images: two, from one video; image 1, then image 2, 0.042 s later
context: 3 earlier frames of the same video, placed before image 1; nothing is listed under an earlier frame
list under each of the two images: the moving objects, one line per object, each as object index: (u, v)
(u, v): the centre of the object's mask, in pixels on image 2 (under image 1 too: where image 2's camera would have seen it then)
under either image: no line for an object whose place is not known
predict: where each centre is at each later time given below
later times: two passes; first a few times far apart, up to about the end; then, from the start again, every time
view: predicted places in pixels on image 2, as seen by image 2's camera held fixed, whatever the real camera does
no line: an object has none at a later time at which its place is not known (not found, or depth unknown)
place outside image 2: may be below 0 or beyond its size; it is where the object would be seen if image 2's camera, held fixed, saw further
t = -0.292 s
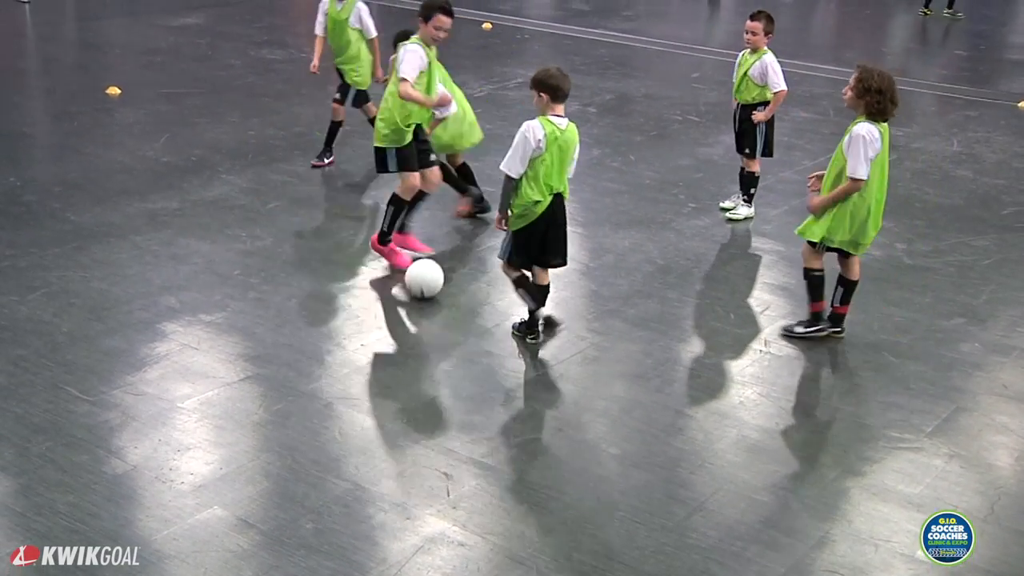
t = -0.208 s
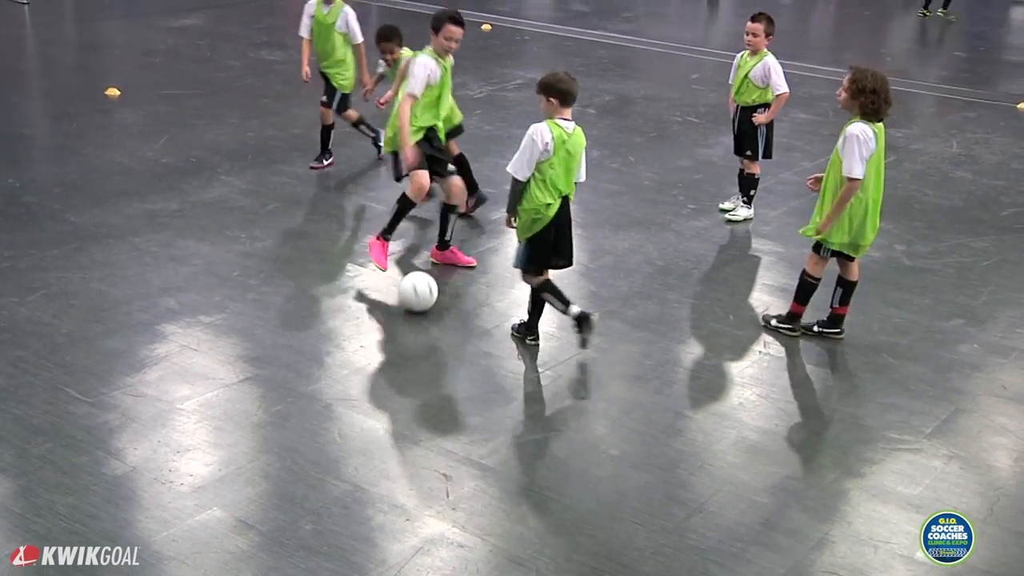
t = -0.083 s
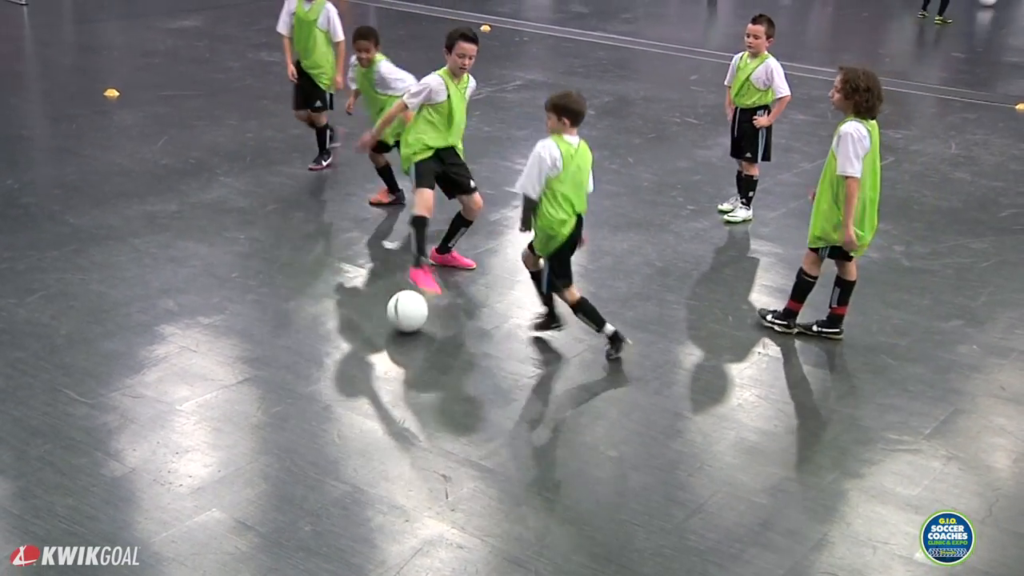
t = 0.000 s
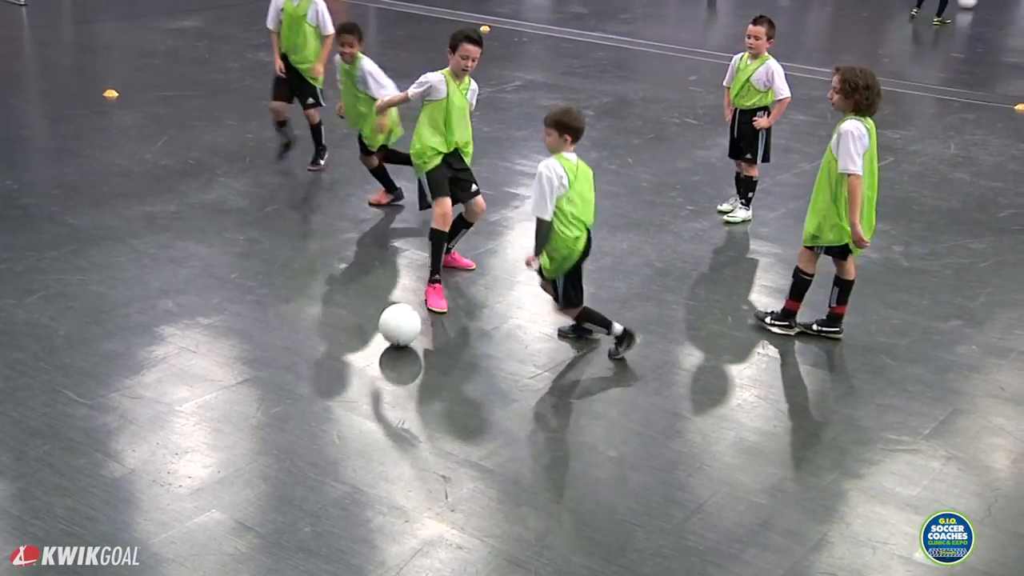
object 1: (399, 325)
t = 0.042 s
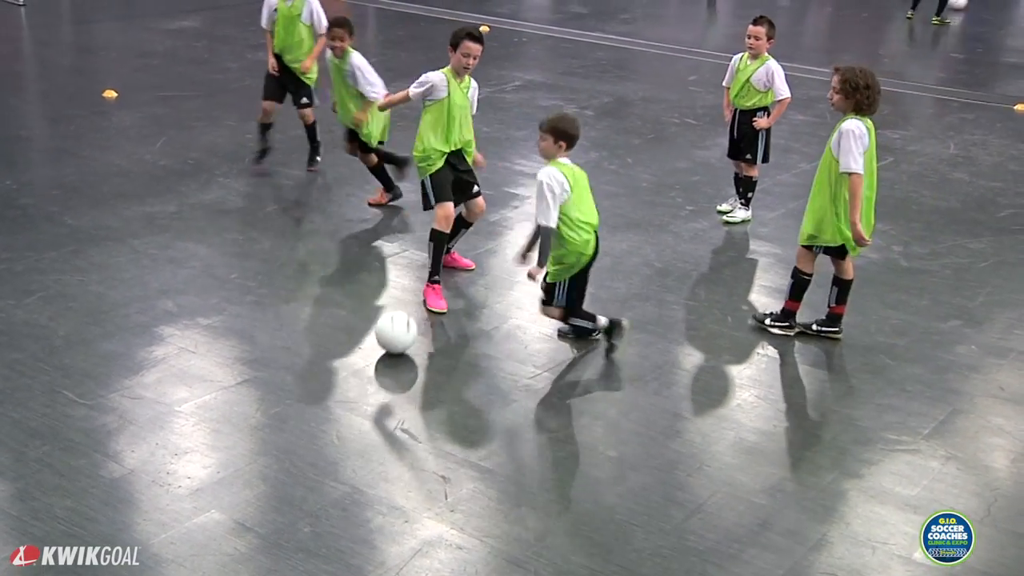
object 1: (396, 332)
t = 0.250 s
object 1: (374, 368)
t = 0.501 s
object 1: (345, 417)
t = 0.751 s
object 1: (309, 476)
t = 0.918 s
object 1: (279, 520)
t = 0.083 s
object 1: (392, 339)
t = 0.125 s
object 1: (388, 346)
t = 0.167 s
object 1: (384, 353)
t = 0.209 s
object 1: (379, 360)
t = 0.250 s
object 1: (374, 368)
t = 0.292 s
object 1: (369, 377)
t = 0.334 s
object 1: (366, 384)
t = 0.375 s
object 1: (361, 392)
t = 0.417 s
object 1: (356, 400)
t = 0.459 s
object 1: (351, 409)
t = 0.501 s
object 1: (345, 417)
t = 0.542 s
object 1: (340, 426)
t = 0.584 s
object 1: (334, 435)
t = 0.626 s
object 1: (328, 445)
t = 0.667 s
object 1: (322, 455)
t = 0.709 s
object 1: (316, 465)
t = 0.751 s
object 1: (309, 476)
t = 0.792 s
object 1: (302, 486)
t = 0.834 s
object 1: (295, 497)
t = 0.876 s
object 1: (287, 508)
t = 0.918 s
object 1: (279, 520)
